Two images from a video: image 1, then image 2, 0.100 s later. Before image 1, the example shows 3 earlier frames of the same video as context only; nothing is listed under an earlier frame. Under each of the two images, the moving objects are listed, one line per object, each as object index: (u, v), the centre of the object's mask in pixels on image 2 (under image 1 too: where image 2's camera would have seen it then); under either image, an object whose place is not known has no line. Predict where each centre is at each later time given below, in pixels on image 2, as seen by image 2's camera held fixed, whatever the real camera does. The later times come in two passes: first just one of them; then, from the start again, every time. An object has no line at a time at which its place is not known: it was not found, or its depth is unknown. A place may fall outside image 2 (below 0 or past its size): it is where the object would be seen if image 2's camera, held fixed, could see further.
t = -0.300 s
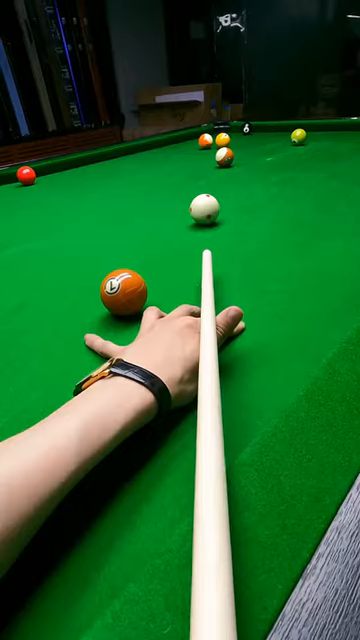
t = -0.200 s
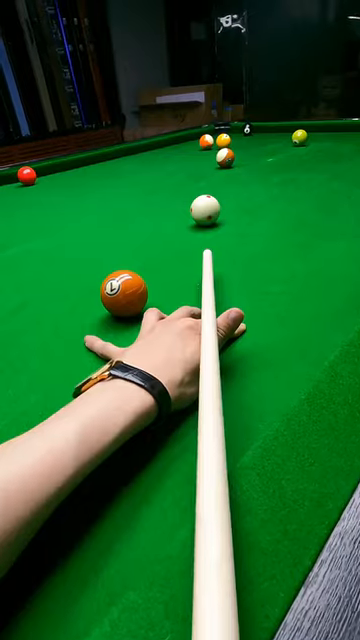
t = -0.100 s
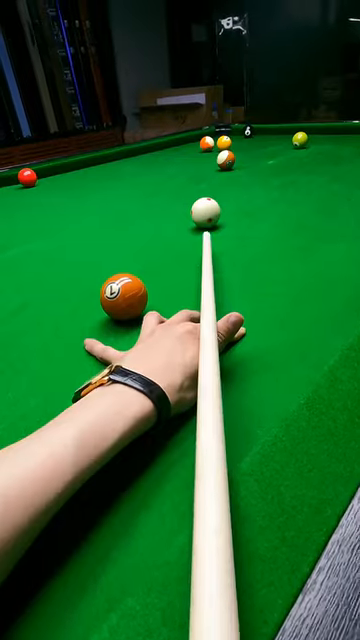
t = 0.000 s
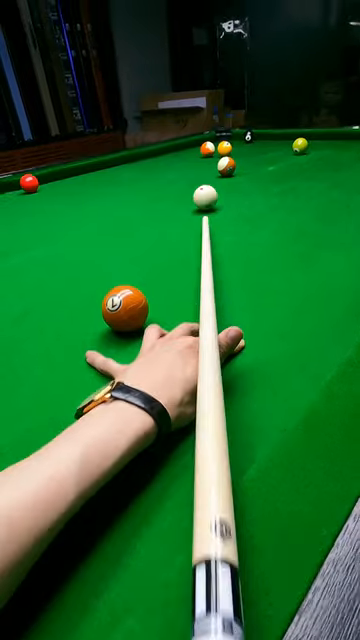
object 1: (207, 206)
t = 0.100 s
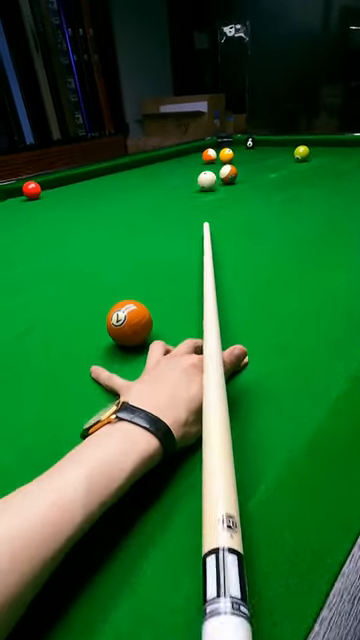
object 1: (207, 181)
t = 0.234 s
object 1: (206, 162)
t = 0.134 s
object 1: (207, 175)
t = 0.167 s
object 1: (206, 170)
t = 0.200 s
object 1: (206, 165)
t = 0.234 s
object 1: (206, 162)
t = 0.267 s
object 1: (206, 158)
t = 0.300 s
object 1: (202, 158)
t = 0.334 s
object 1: (199, 158)
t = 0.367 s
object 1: (196, 159)
